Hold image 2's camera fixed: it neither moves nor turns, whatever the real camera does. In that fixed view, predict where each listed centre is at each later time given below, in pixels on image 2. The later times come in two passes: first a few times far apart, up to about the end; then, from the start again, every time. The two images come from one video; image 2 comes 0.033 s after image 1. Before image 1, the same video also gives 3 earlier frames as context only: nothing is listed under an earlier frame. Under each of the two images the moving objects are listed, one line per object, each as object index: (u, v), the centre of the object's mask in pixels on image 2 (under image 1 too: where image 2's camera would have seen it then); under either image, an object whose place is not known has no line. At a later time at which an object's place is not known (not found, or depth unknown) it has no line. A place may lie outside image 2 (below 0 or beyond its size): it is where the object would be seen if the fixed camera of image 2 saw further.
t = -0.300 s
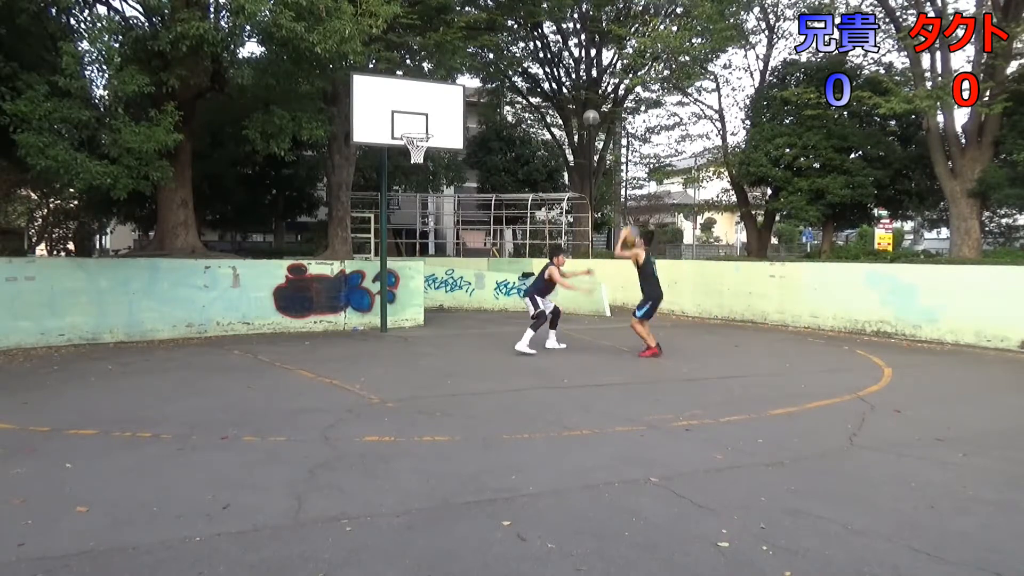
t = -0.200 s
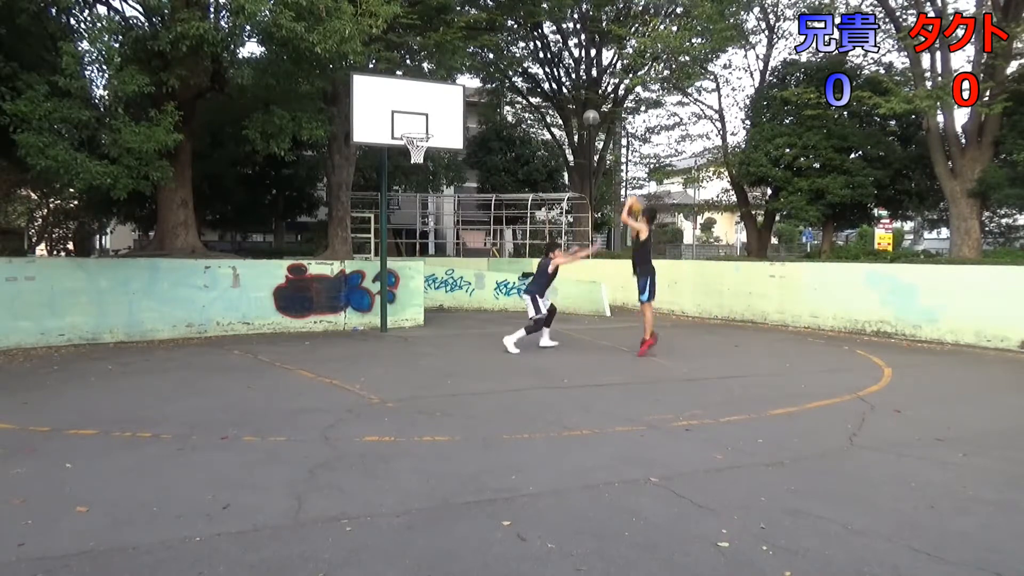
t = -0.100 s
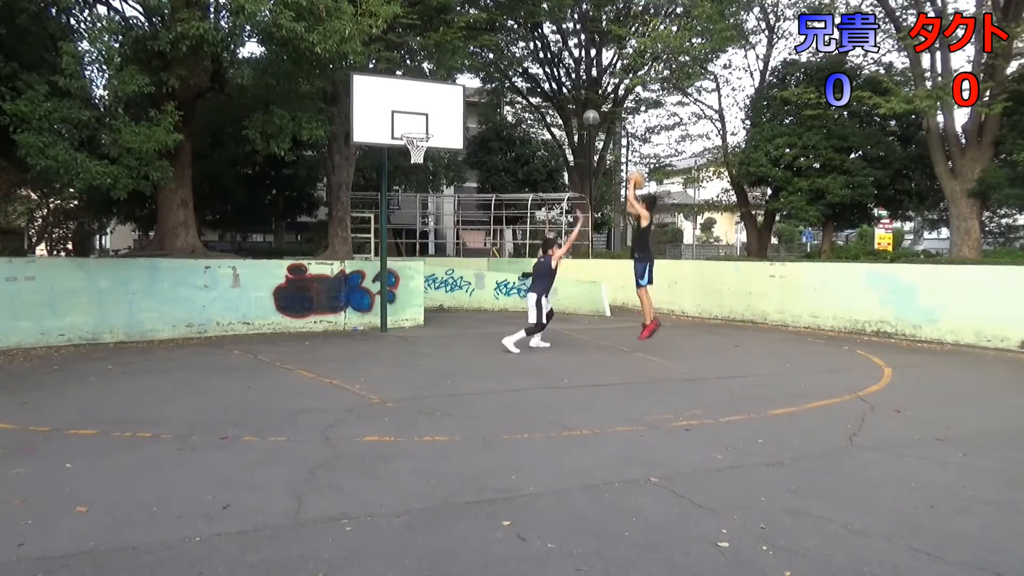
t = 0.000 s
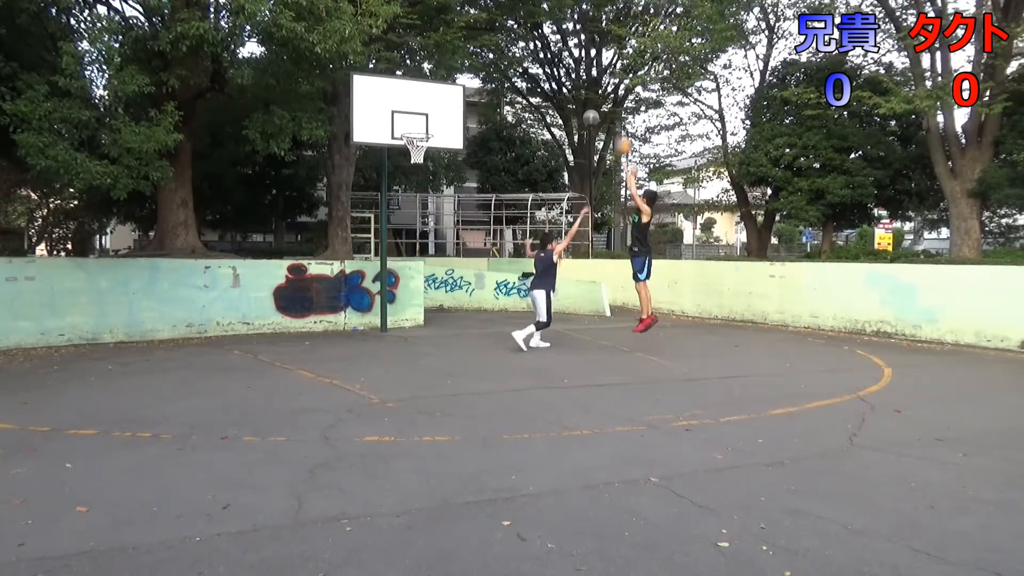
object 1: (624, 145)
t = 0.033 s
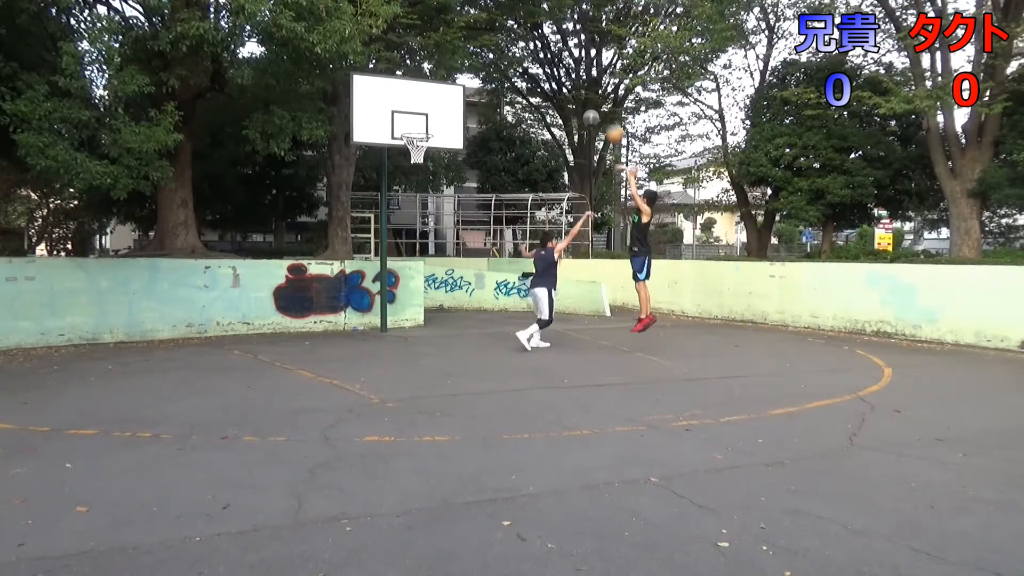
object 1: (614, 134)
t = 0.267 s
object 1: (561, 77)
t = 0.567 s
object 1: (495, 66)
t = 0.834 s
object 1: (443, 108)
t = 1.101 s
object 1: (424, 109)
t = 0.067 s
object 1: (607, 123)
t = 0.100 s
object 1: (599, 112)
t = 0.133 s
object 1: (590, 103)
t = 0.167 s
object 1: (583, 95)
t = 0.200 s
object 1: (576, 89)
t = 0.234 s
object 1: (568, 84)
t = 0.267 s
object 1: (561, 77)
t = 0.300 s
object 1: (553, 72)
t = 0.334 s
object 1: (546, 69)
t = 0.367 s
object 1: (538, 66)
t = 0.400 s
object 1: (530, 65)
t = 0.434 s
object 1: (523, 63)
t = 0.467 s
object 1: (517, 64)
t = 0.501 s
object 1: (509, 63)
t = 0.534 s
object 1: (502, 64)
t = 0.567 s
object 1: (495, 66)
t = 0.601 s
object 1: (489, 68)
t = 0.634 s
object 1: (482, 72)
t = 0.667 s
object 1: (476, 76)
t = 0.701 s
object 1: (469, 80)
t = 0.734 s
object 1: (463, 87)
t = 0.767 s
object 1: (456, 93)
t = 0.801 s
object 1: (449, 101)
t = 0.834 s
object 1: (443, 108)
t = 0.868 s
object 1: (437, 117)
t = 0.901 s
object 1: (431, 126)
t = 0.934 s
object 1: (429, 124)
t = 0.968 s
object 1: (428, 119)
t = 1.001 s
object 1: (427, 116)
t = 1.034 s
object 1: (426, 112)
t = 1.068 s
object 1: (425, 110)
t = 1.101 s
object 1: (424, 109)
